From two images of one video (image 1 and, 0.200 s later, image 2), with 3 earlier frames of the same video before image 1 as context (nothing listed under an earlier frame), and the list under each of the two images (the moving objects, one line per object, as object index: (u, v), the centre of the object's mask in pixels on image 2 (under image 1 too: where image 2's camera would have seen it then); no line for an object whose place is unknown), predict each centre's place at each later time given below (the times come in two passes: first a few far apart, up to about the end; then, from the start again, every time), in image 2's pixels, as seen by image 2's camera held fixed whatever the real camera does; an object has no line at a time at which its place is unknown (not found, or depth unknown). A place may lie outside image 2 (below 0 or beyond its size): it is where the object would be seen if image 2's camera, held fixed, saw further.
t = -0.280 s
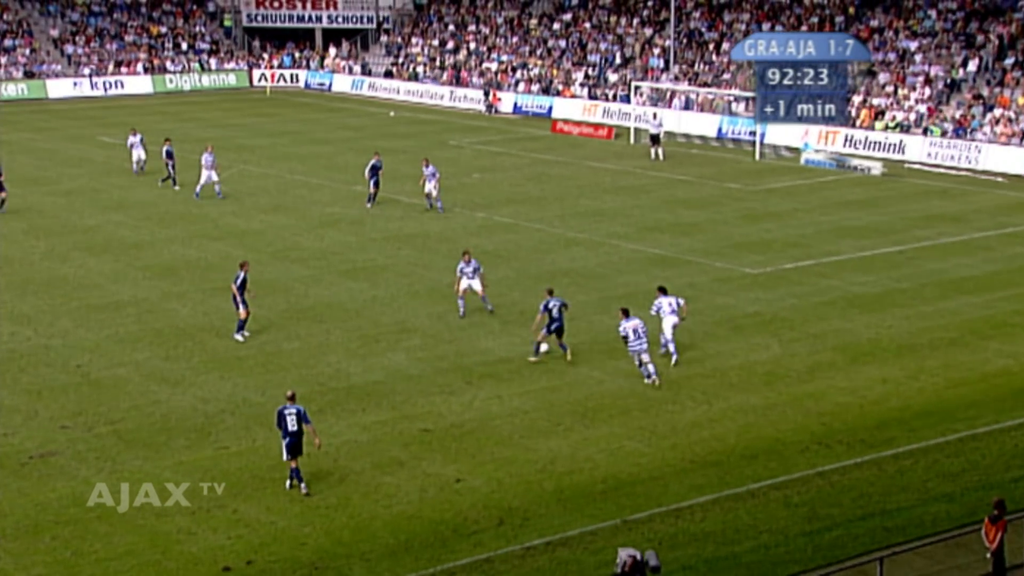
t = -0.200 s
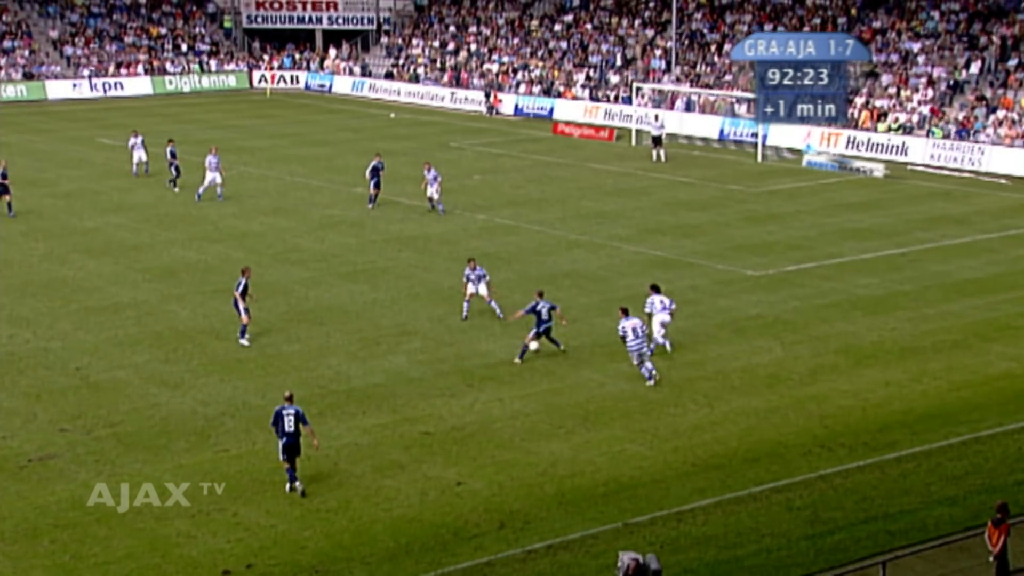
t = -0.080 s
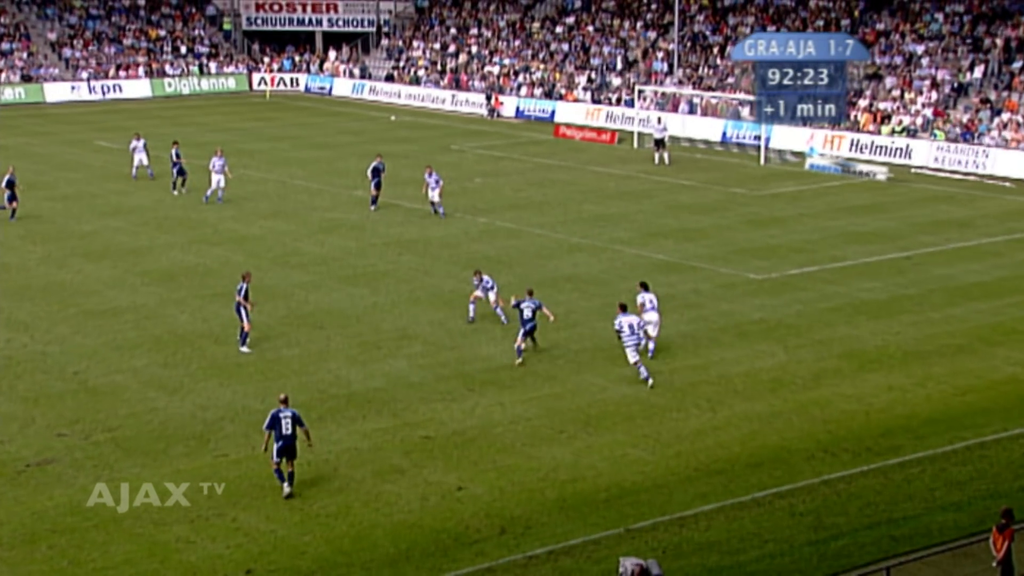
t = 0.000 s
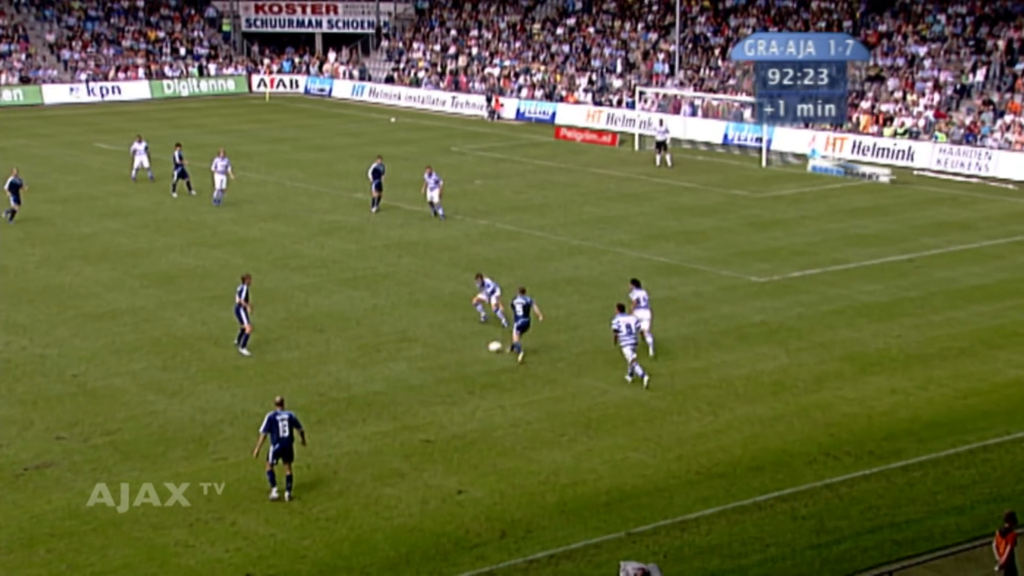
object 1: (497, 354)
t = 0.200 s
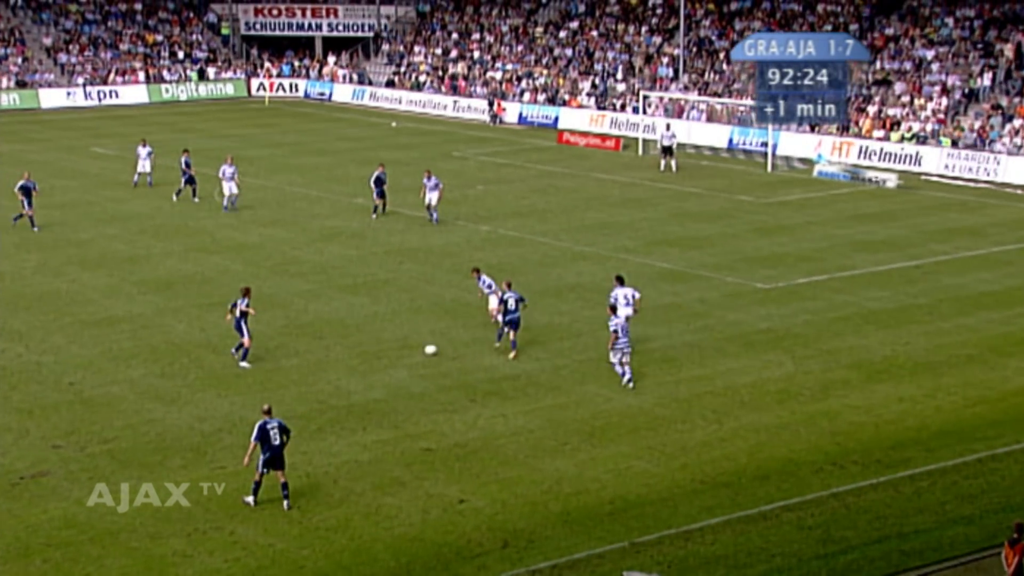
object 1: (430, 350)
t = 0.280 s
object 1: (408, 348)
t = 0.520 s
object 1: (348, 343)
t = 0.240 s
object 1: (419, 349)
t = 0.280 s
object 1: (408, 348)
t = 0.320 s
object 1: (397, 347)
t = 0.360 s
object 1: (387, 347)
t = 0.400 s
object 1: (378, 346)
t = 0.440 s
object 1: (367, 345)
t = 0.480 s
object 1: (358, 344)
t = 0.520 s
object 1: (348, 343)
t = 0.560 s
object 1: (339, 343)
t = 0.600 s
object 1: (329, 342)
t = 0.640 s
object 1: (321, 341)
